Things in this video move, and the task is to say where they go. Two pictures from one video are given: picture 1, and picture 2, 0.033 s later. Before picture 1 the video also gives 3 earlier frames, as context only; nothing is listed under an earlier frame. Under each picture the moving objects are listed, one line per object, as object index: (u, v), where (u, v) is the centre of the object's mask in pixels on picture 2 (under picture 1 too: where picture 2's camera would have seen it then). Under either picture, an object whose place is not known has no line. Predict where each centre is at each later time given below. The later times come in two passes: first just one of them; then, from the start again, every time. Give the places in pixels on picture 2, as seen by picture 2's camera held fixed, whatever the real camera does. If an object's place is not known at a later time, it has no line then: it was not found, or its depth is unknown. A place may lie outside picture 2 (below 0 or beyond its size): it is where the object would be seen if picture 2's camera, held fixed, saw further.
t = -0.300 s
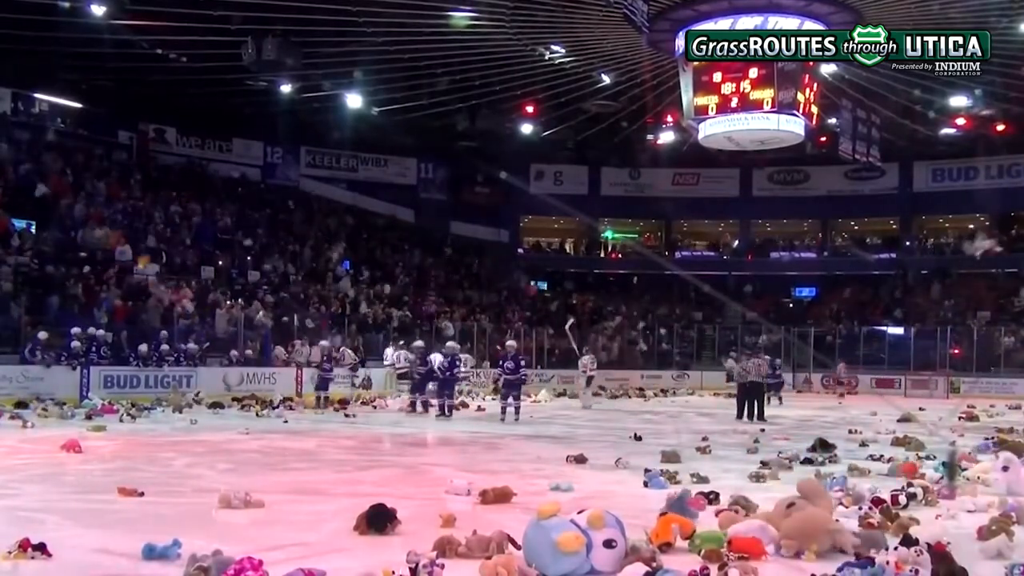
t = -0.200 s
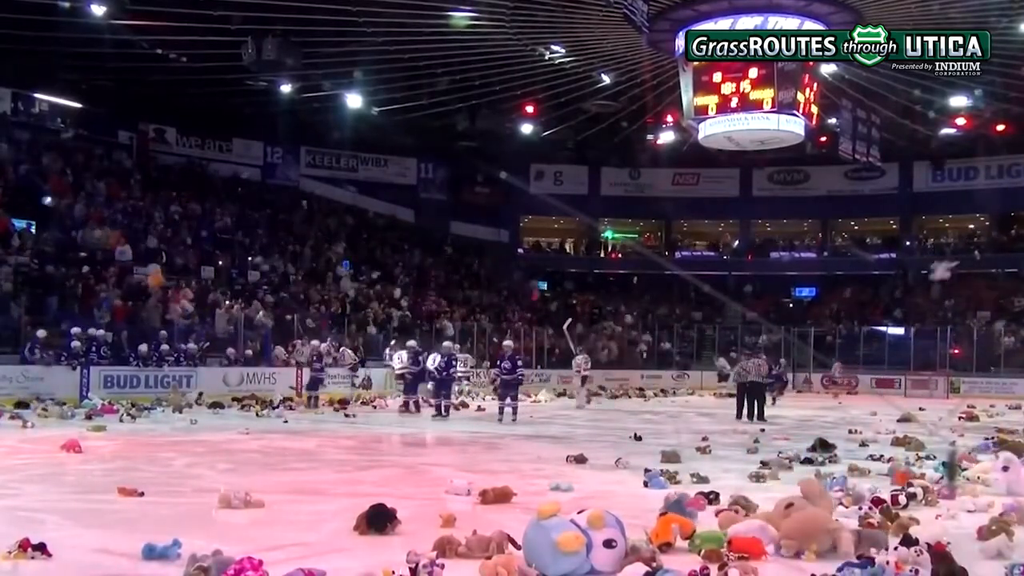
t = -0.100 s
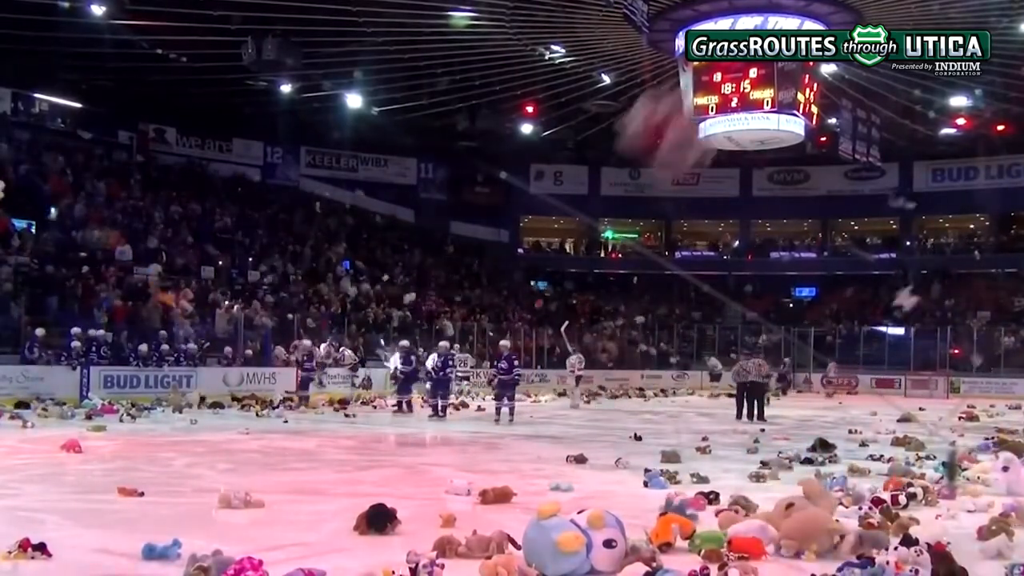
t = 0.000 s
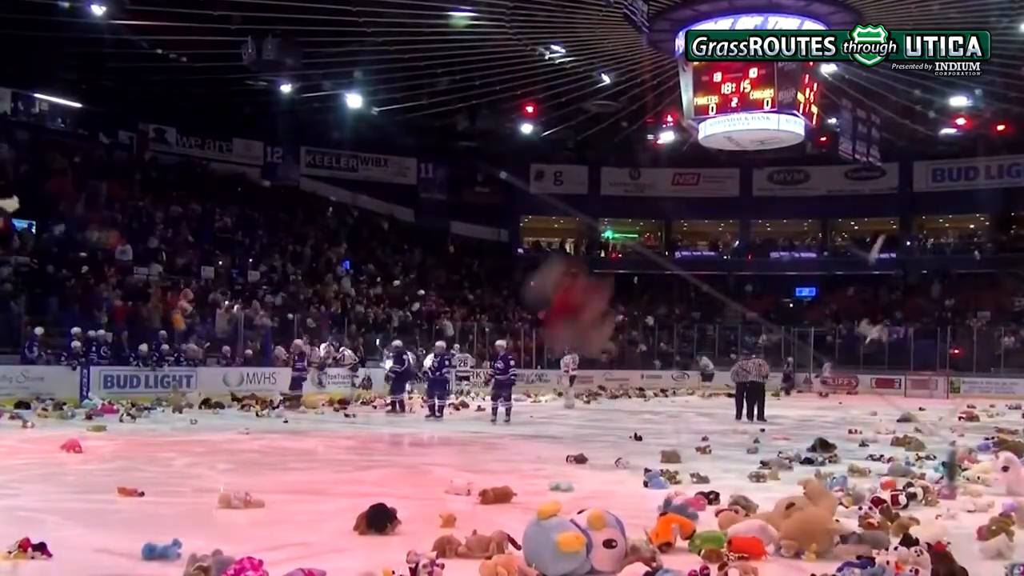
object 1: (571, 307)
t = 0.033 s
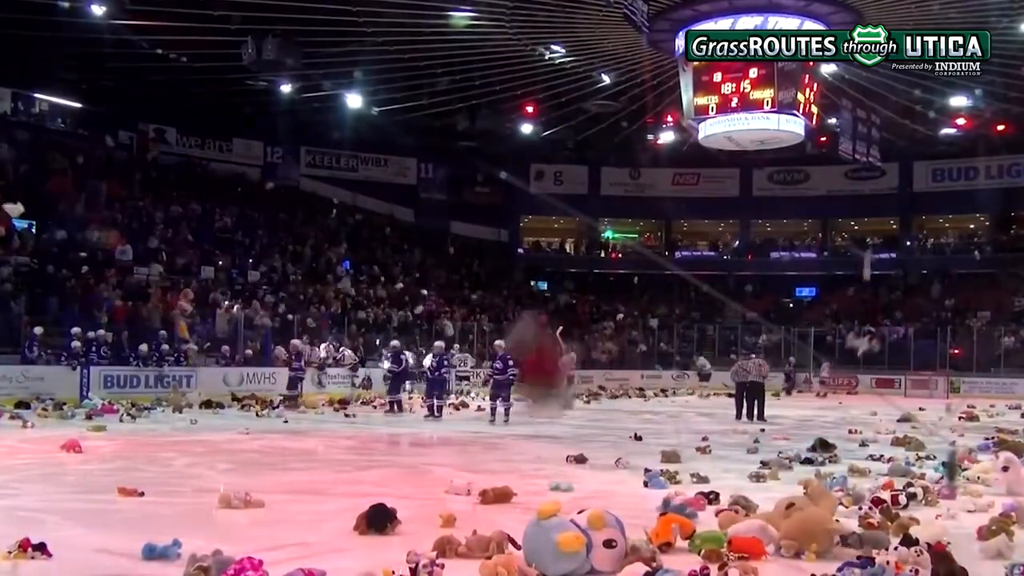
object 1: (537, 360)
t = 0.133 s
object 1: (454, 543)
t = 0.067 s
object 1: (506, 429)
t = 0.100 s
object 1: (481, 489)
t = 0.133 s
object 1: (454, 543)
